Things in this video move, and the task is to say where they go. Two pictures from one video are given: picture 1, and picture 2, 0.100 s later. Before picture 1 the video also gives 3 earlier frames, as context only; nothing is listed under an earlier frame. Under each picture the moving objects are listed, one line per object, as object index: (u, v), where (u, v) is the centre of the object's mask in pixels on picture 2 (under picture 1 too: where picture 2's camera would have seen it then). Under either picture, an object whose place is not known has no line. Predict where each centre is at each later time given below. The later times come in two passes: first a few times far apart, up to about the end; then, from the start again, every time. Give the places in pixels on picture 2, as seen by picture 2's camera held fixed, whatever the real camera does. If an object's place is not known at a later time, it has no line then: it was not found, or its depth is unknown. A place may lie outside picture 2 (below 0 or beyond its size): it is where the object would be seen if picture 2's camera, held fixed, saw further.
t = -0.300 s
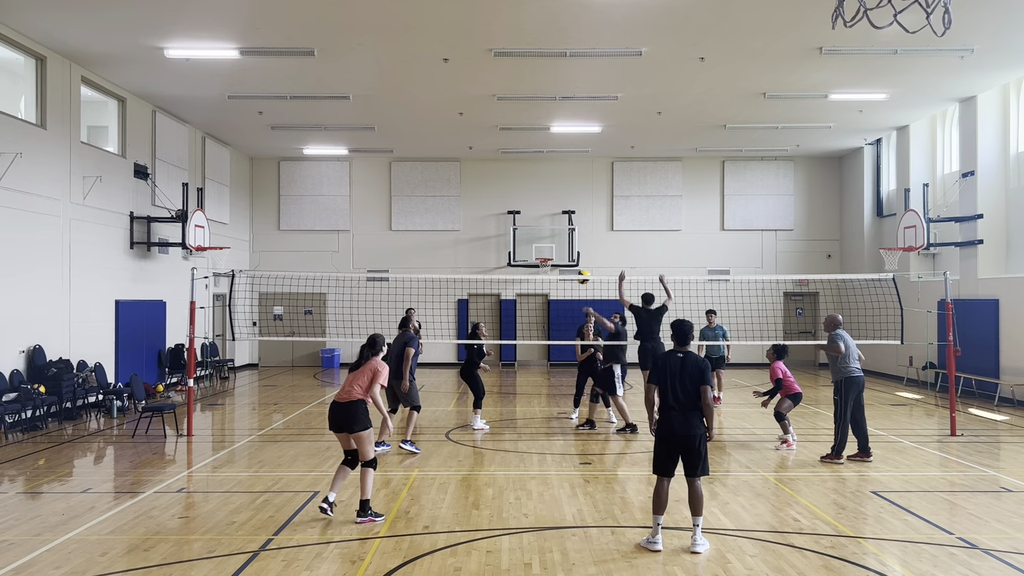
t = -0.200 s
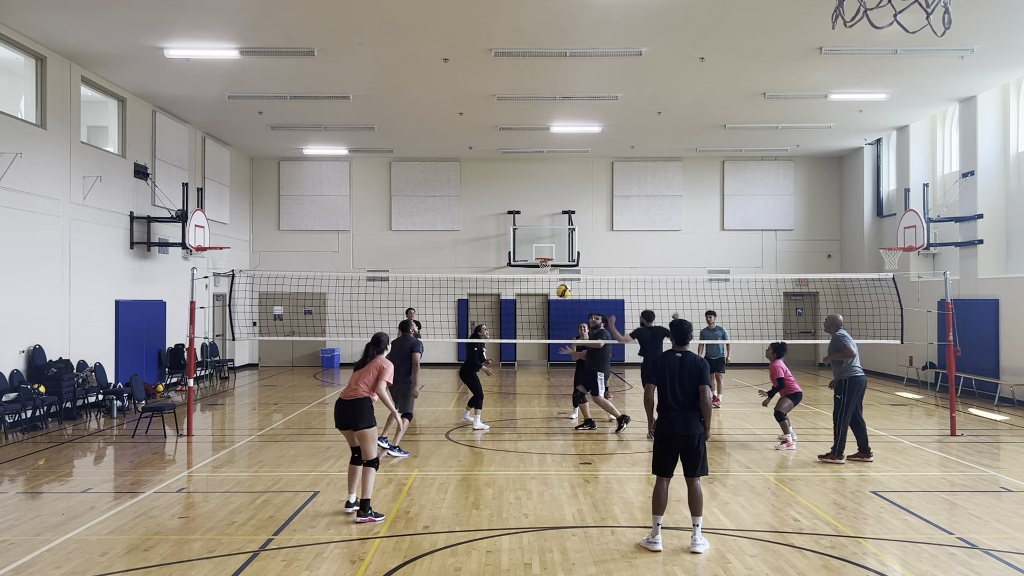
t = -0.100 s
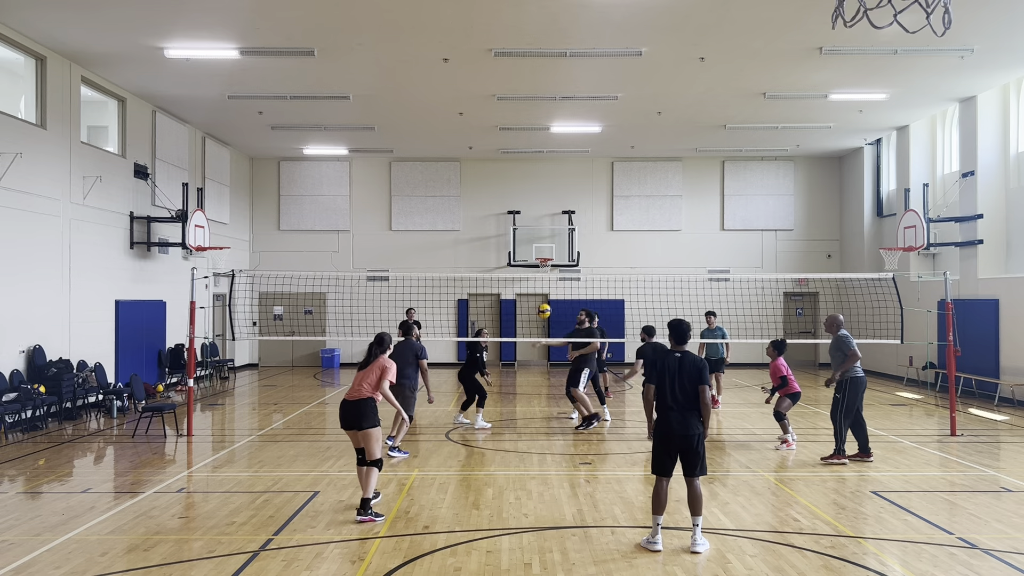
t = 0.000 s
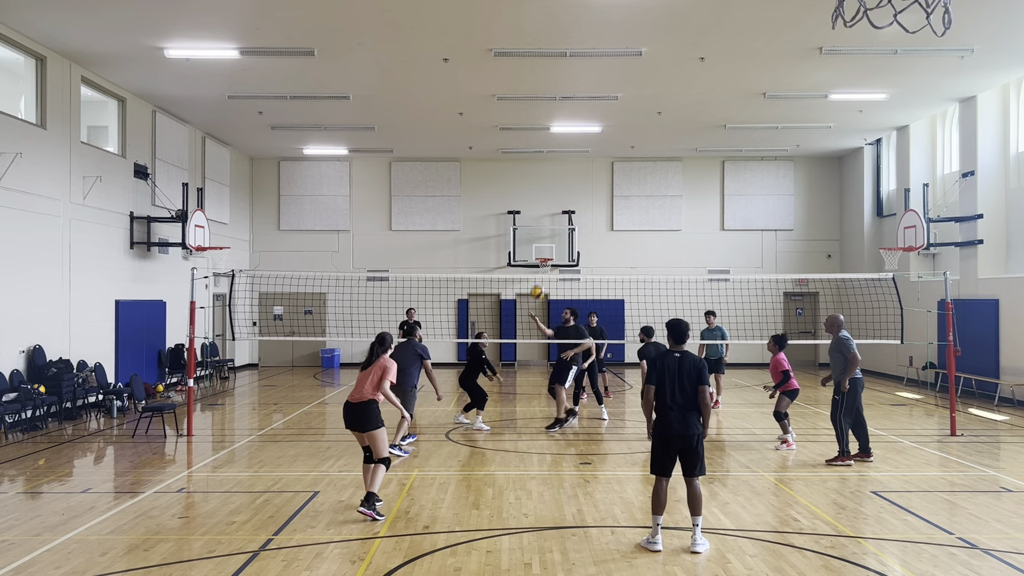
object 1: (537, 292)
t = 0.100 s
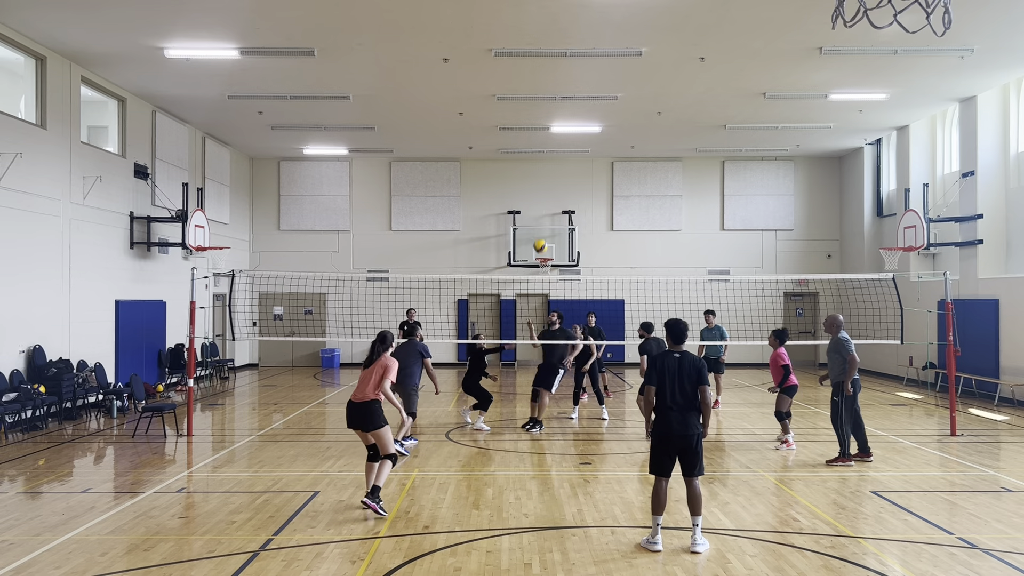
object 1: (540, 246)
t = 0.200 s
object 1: (543, 206)
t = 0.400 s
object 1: (550, 145)
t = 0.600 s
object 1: (558, 109)
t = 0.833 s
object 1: (568, 102)
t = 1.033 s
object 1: (577, 127)
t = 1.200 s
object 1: (585, 171)
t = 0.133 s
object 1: (542, 232)
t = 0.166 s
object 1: (542, 219)
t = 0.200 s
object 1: (543, 206)
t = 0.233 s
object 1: (544, 194)
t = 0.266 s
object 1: (546, 183)
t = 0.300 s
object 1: (547, 172)
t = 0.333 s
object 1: (548, 162)
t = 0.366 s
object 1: (549, 153)
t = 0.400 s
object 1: (550, 145)
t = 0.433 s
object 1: (552, 137)
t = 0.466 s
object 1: (553, 130)
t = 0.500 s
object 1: (554, 123)
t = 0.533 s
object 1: (556, 118)
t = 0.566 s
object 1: (557, 113)
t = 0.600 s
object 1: (558, 109)
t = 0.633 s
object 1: (560, 106)
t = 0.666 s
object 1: (561, 103)
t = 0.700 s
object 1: (563, 101)
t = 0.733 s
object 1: (564, 100)
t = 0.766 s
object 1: (565, 100)
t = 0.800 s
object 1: (567, 101)
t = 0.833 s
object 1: (568, 102)
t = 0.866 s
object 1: (570, 104)
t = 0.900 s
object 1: (571, 107)
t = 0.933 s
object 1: (572, 111)
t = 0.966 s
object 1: (574, 115)
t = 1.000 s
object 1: (575, 120)
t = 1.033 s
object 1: (577, 127)
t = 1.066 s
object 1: (578, 135)
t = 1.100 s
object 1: (580, 142)
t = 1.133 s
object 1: (582, 151)
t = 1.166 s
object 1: (583, 161)
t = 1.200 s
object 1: (585, 171)
